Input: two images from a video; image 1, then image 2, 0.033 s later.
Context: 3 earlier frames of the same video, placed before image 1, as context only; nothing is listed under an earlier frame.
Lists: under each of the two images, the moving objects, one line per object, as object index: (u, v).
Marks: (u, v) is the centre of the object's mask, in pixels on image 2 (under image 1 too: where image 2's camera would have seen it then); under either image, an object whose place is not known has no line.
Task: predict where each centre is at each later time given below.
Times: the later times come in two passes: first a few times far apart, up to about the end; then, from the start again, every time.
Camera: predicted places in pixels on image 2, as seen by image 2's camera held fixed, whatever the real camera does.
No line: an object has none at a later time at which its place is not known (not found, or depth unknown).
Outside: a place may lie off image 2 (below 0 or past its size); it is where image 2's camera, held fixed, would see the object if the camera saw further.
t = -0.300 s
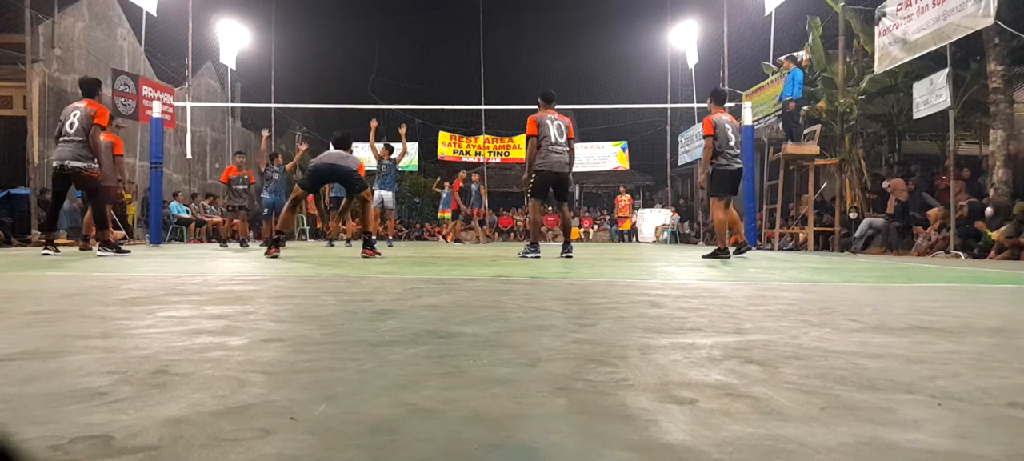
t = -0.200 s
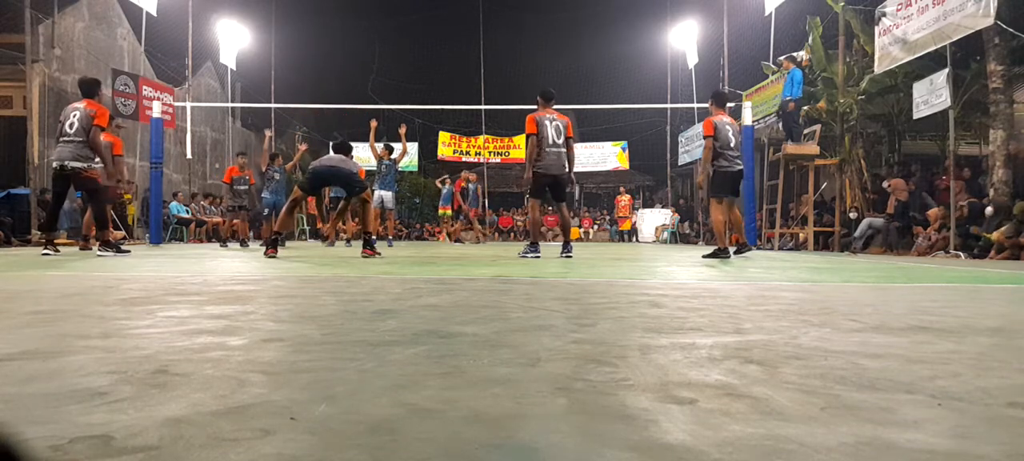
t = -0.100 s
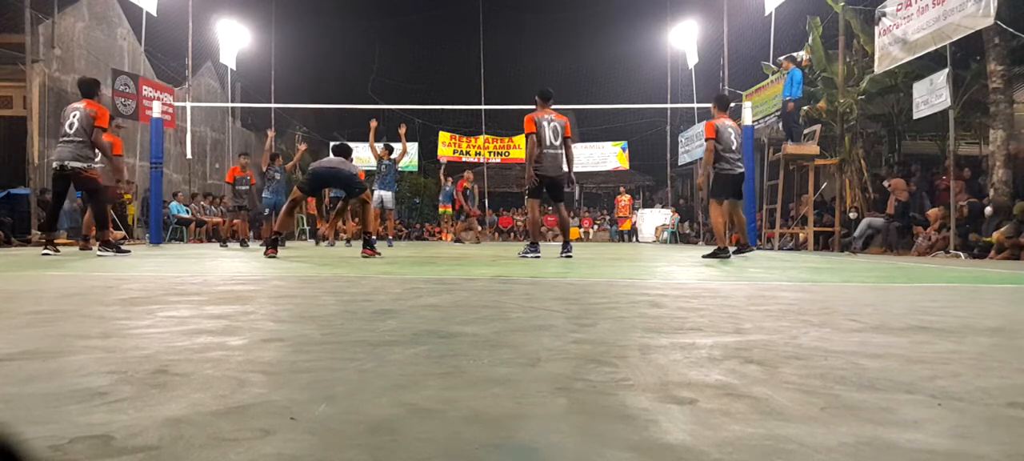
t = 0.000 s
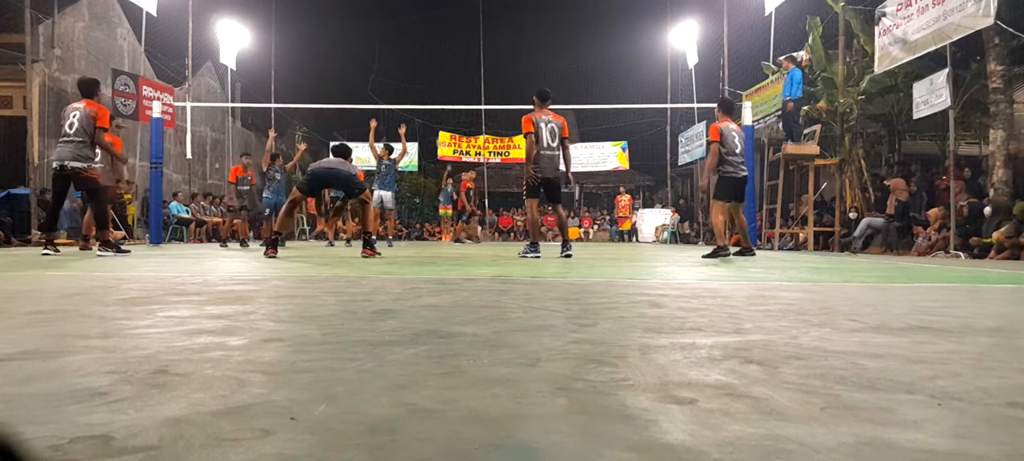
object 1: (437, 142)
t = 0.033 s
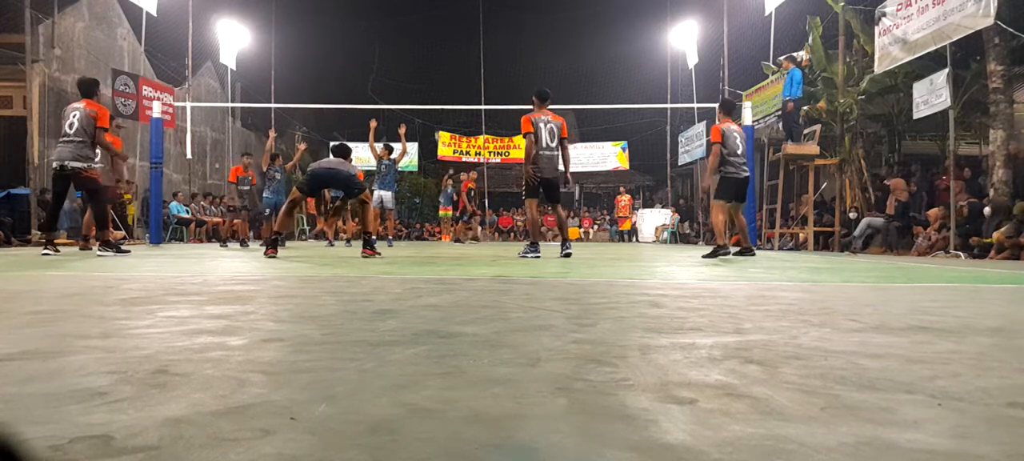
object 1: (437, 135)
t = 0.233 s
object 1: (427, 96)
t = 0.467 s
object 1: (412, 64)
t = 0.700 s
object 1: (396, 57)
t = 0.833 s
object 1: (388, 71)
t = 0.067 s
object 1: (436, 128)
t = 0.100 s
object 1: (435, 122)
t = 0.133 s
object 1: (433, 115)
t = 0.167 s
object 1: (432, 111)
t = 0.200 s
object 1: (429, 101)
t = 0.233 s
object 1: (427, 96)
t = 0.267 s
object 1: (425, 90)
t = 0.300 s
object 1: (422, 84)
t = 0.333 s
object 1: (421, 80)
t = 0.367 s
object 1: (418, 75)
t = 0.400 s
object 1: (416, 71)
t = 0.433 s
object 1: (414, 67)
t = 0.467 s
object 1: (412, 64)
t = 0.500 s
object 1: (410, 61)
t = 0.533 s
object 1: (407, 59)
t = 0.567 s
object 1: (405, 57)
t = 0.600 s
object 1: (403, 56)
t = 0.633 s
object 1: (401, 56)
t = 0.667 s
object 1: (398, 56)
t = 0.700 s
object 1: (396, 57)
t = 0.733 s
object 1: (394, 59)
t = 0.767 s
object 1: (392, 62)
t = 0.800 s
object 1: (390, 66)
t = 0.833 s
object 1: (388, 71)
